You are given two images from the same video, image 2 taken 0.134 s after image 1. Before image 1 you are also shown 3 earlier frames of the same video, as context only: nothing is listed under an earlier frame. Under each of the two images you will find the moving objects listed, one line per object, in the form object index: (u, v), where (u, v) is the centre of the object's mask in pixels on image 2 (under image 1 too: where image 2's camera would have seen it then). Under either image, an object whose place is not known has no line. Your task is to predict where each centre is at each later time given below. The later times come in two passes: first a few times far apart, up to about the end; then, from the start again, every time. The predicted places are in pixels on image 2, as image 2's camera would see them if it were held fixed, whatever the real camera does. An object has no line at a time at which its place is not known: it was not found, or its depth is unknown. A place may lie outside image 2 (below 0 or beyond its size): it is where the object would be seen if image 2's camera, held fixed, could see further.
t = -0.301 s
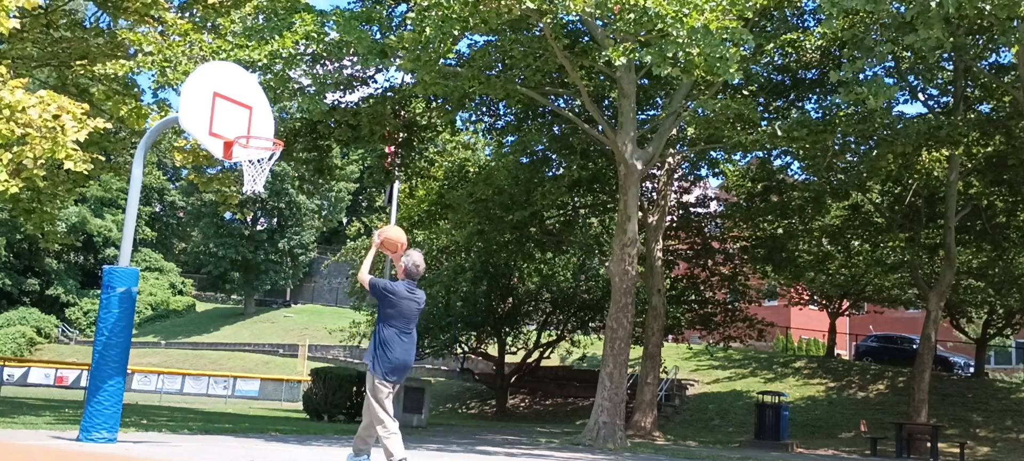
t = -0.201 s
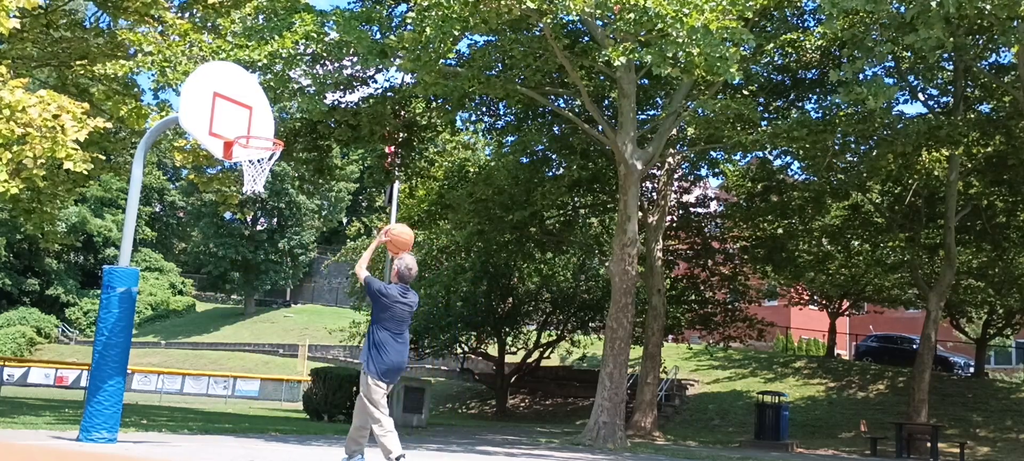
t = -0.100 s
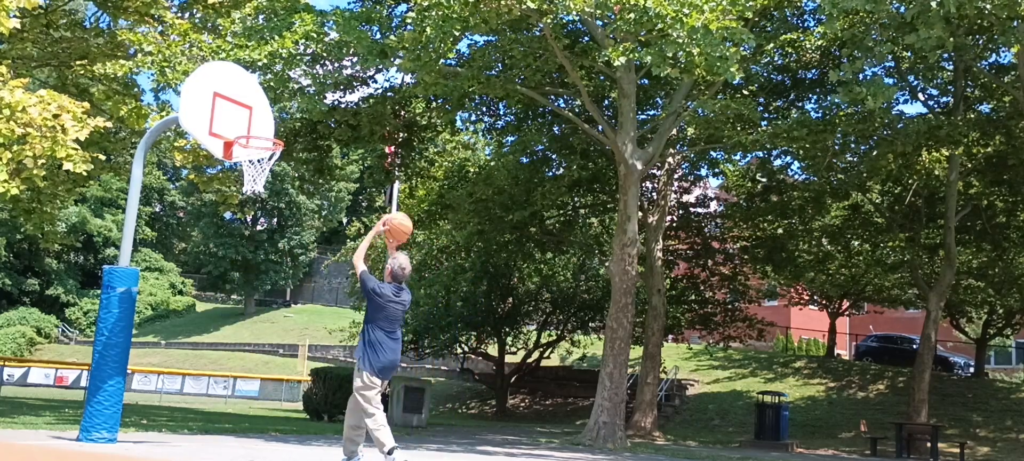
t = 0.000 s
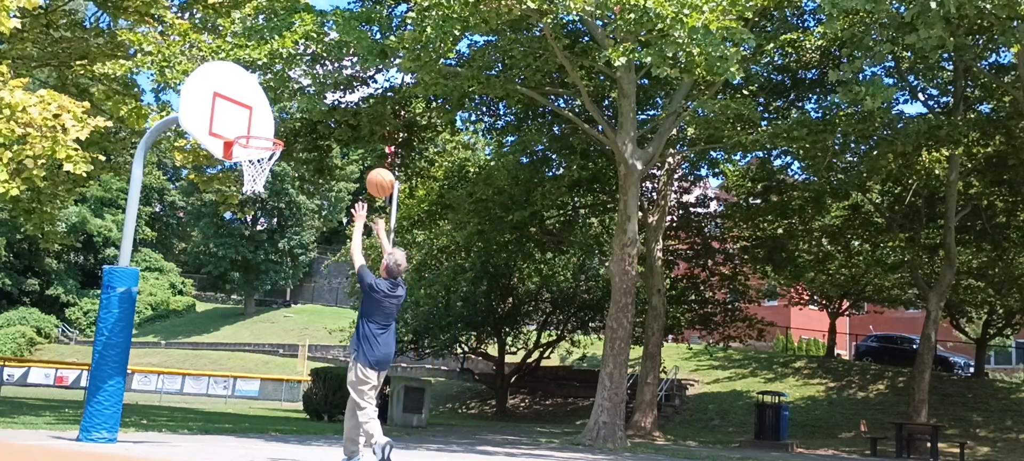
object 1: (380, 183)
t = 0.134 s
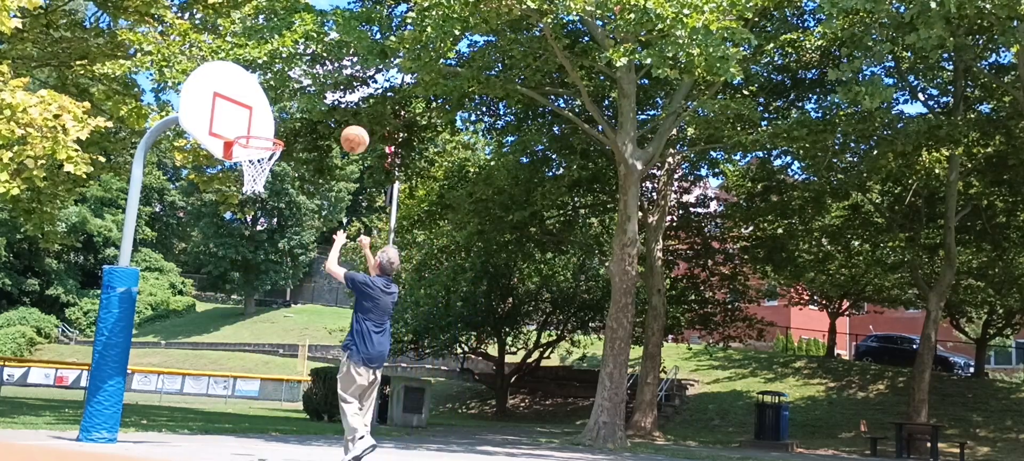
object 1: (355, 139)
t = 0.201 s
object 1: (341, 126)
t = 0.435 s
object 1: (296, 116)
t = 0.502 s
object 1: (283, 123)
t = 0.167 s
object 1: (348, 132)
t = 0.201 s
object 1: (341, 126)
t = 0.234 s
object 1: (335, 121)
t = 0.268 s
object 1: (329, 117)
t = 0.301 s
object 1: (322, 115)
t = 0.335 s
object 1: (315, 114)
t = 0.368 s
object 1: (309, 113)
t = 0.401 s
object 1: (303, 114)
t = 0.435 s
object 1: (296, 116)
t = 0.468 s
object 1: (289, 119)
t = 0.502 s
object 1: (283, 123)
